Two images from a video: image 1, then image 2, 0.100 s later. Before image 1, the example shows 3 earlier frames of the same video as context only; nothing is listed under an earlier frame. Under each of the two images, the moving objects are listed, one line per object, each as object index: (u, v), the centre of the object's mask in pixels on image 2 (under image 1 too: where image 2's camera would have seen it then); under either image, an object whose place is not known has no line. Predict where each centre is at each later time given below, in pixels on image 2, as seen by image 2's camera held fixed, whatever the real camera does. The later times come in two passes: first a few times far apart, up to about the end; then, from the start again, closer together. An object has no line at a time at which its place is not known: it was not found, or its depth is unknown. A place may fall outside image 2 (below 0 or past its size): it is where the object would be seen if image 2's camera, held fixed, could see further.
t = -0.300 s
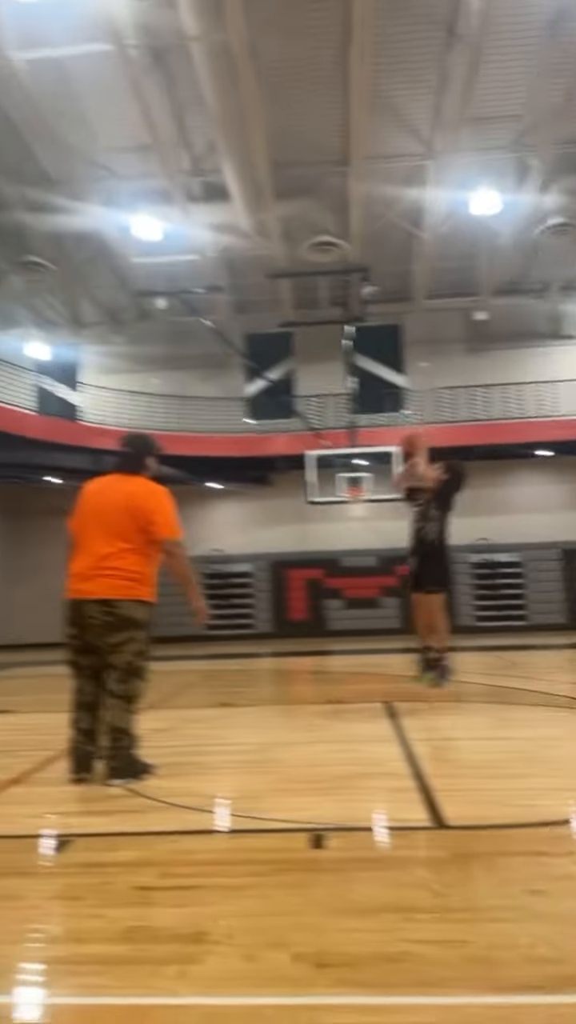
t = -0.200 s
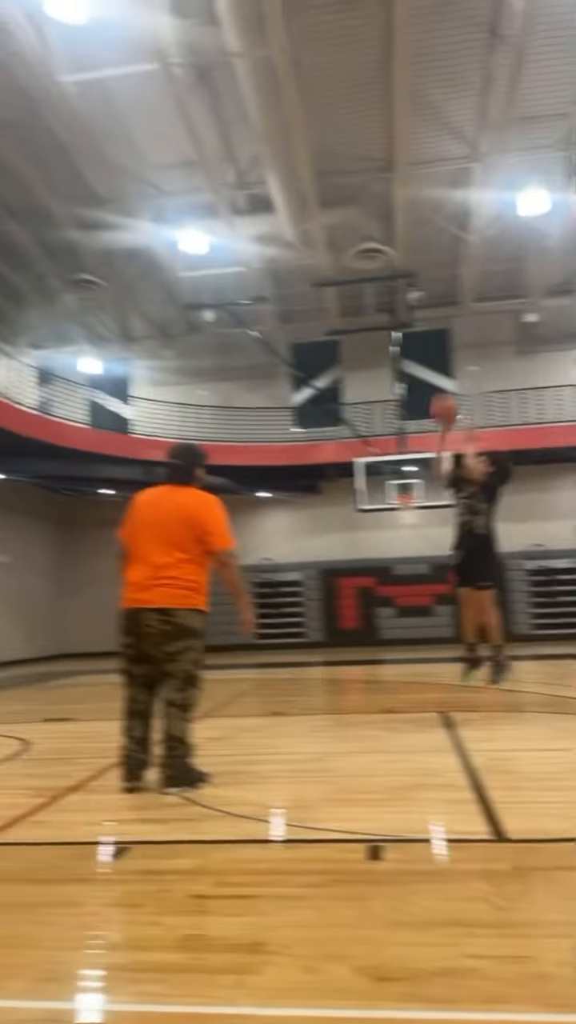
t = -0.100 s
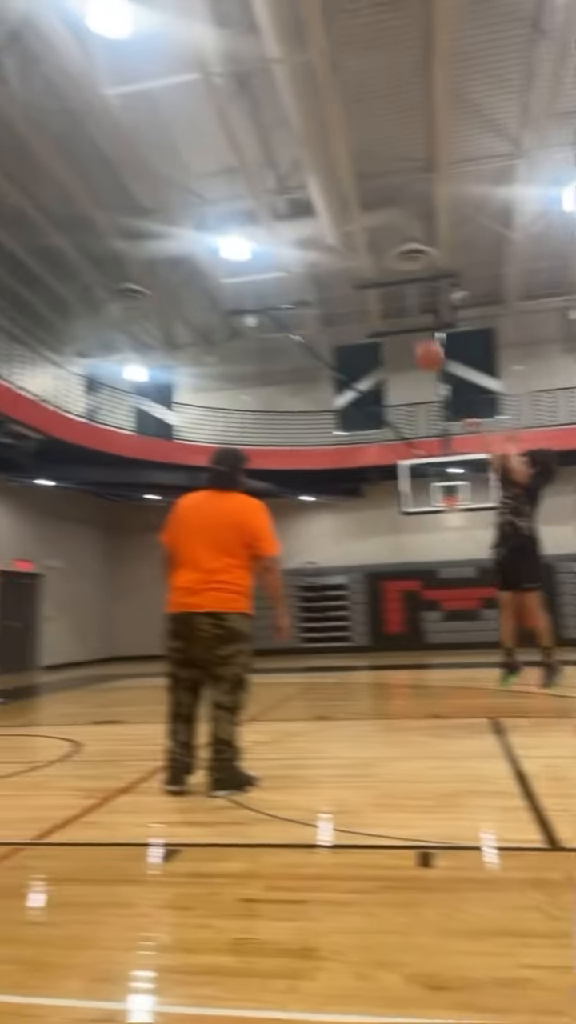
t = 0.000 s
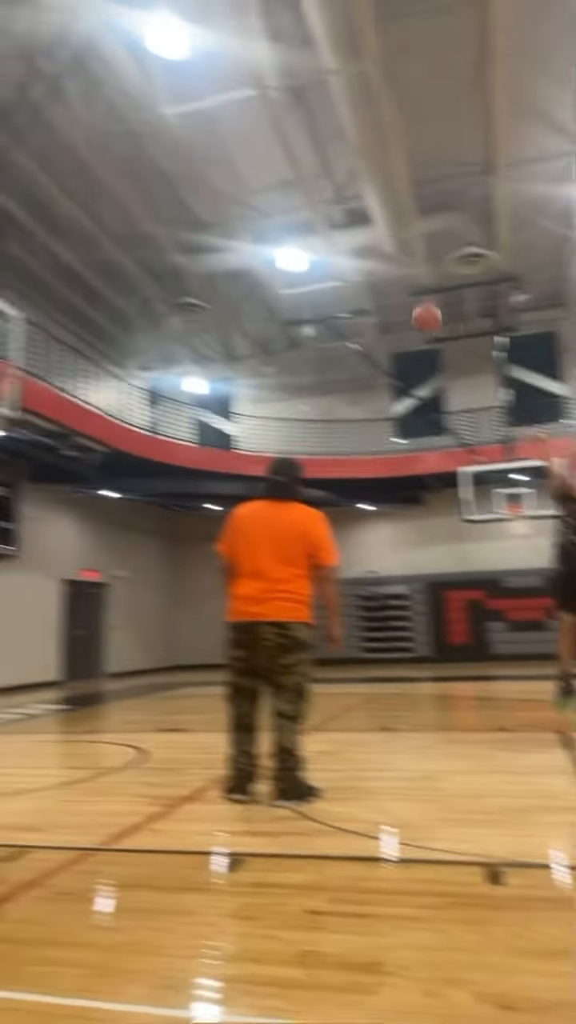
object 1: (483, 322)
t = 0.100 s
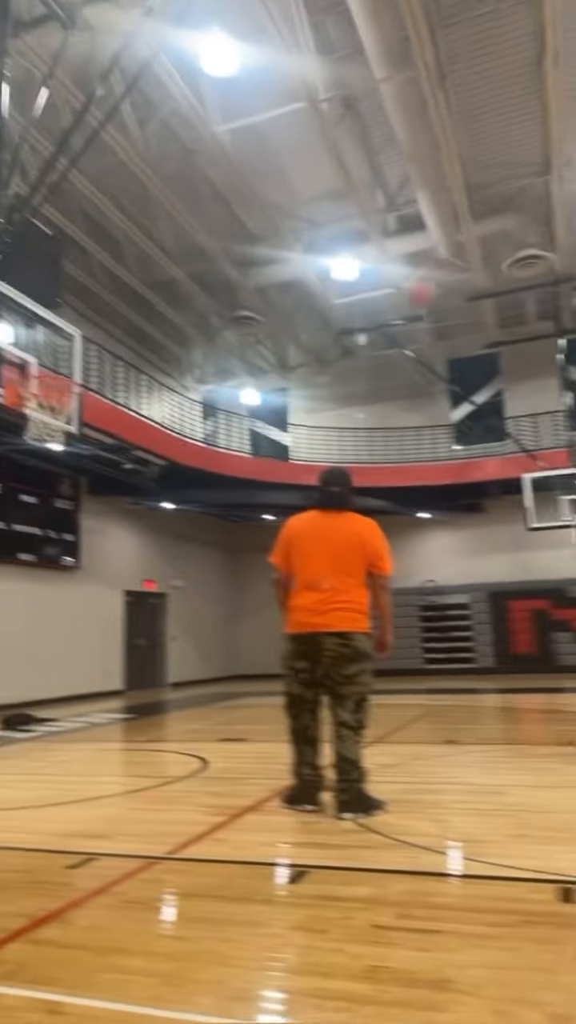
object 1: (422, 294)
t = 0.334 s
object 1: (285, 267)
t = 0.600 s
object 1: (138, 310)
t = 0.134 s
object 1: (402, 290)
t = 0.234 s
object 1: (339, 276)
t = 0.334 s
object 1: (285, 267)
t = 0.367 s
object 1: (264, 270)
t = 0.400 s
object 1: (247, 273)
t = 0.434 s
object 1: (230, 276)
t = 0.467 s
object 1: (211, 280)
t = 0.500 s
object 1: (193, 287)
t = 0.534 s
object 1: (176, 293)
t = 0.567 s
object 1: (156, 302)
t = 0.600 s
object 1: (138, 310)
